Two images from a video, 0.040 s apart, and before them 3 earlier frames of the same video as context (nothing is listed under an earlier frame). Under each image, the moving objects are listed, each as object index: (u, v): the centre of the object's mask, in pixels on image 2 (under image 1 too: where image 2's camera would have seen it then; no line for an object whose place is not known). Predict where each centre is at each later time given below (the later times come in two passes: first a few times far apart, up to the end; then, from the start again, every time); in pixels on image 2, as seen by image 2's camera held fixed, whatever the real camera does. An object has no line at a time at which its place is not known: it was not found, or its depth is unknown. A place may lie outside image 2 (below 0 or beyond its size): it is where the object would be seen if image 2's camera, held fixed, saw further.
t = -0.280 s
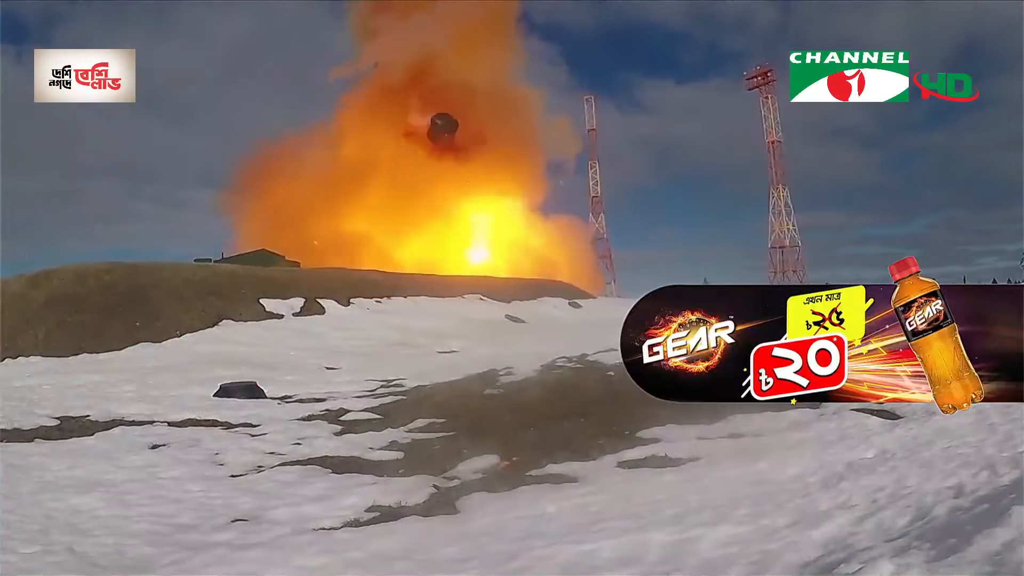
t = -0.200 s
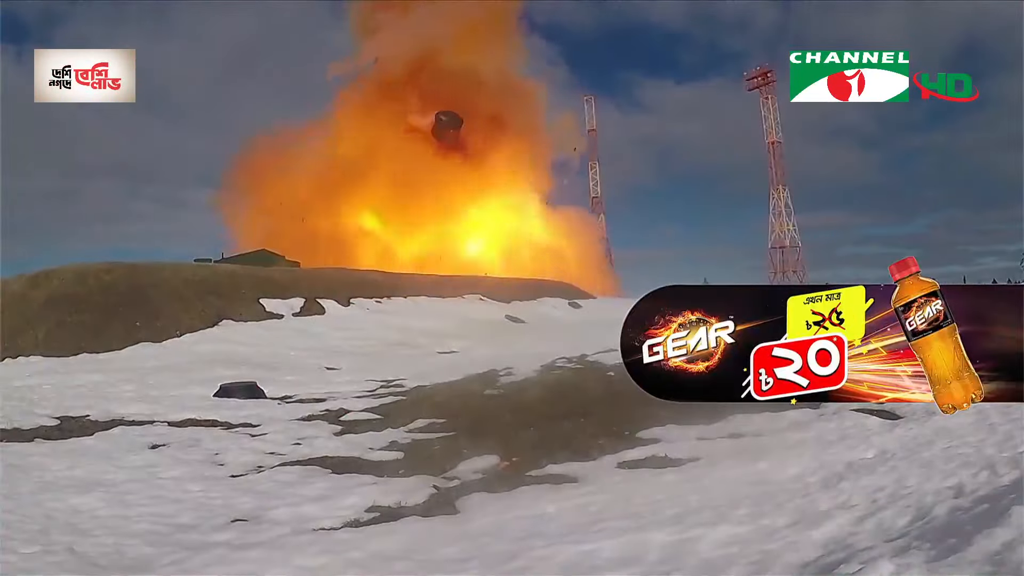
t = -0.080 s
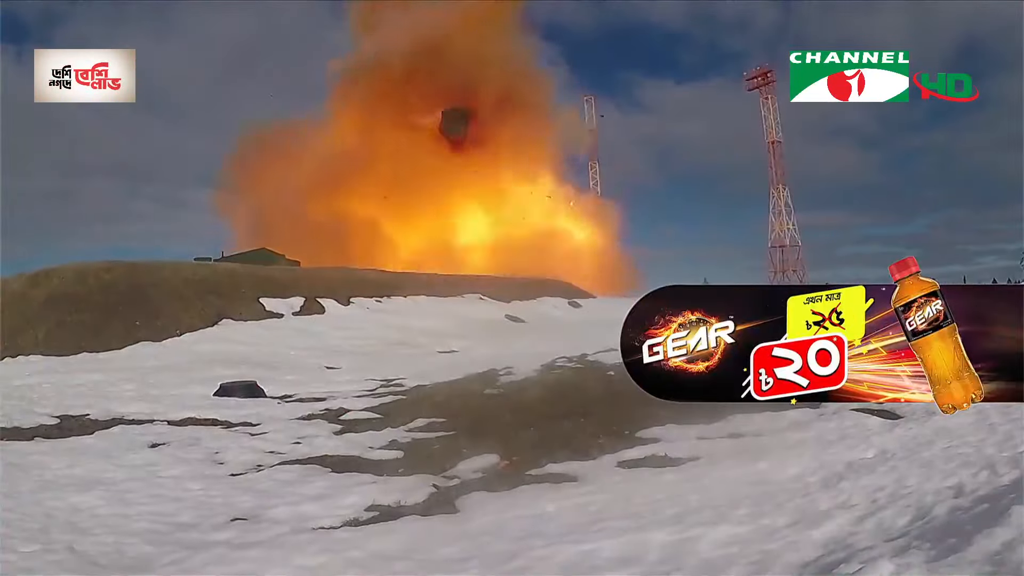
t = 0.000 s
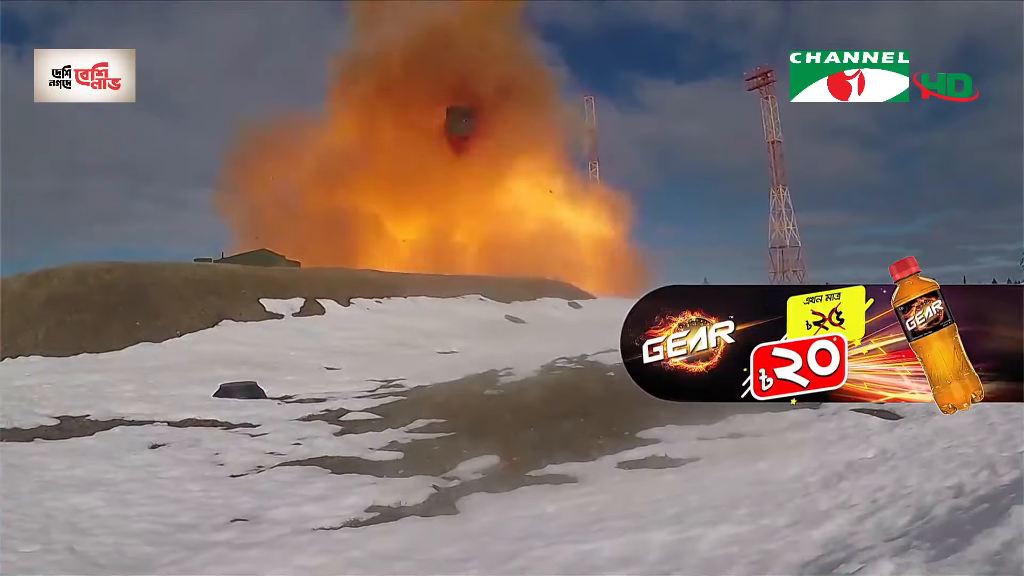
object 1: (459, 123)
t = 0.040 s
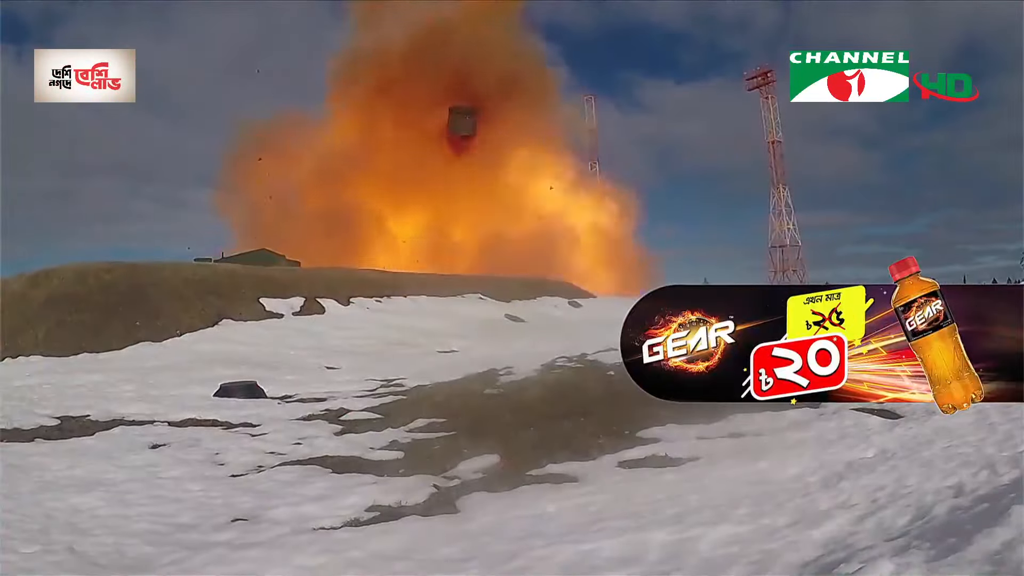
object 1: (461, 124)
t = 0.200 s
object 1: (472, 123)
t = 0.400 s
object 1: (484, 124)
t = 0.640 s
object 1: (498, 127)
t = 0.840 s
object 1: (517, 133)
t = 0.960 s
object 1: (545, 142)
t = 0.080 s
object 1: (464, 123)
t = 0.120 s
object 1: (467, 123)
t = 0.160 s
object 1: (470, 123)
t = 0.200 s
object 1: (472, 123)
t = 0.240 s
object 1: (475, 122)
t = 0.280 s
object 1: (477, 123)
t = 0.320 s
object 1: (480, 122)
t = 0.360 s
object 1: (482, 122)
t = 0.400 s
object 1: (484, 124)
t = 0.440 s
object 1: (487, 123)
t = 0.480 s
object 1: (488, 124)
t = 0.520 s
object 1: (490, 125)
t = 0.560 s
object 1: (493, 126)
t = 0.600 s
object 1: (496, 127)
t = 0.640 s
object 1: (498, 127)
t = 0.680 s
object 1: (501, 128)
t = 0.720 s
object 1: (504, 130)
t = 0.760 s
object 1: (509, 130)
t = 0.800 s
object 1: (513, 132)
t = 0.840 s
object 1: (517, 133)
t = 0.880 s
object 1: (536, 136)
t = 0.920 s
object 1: (541, 138)
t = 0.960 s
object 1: (545, 142)
